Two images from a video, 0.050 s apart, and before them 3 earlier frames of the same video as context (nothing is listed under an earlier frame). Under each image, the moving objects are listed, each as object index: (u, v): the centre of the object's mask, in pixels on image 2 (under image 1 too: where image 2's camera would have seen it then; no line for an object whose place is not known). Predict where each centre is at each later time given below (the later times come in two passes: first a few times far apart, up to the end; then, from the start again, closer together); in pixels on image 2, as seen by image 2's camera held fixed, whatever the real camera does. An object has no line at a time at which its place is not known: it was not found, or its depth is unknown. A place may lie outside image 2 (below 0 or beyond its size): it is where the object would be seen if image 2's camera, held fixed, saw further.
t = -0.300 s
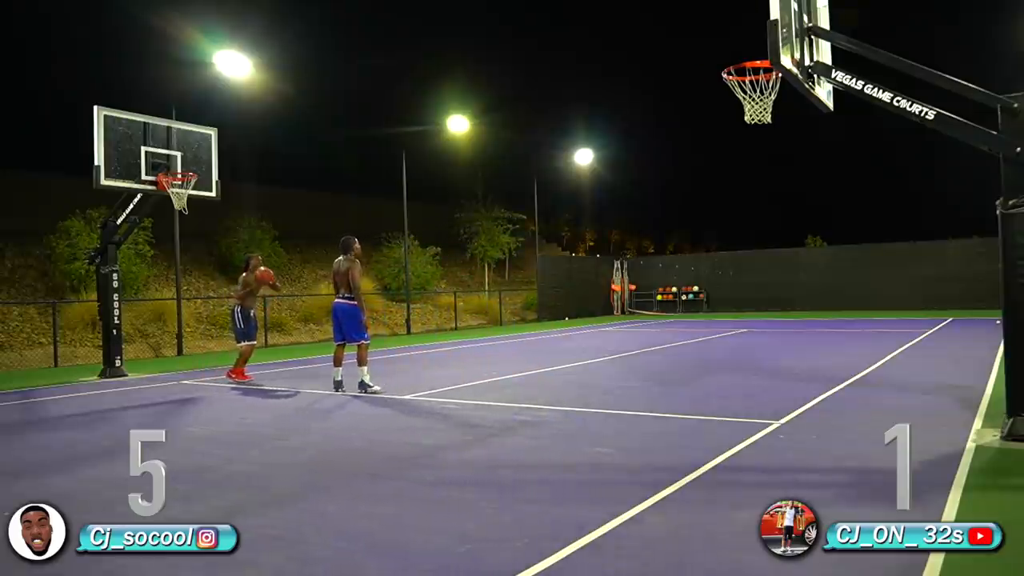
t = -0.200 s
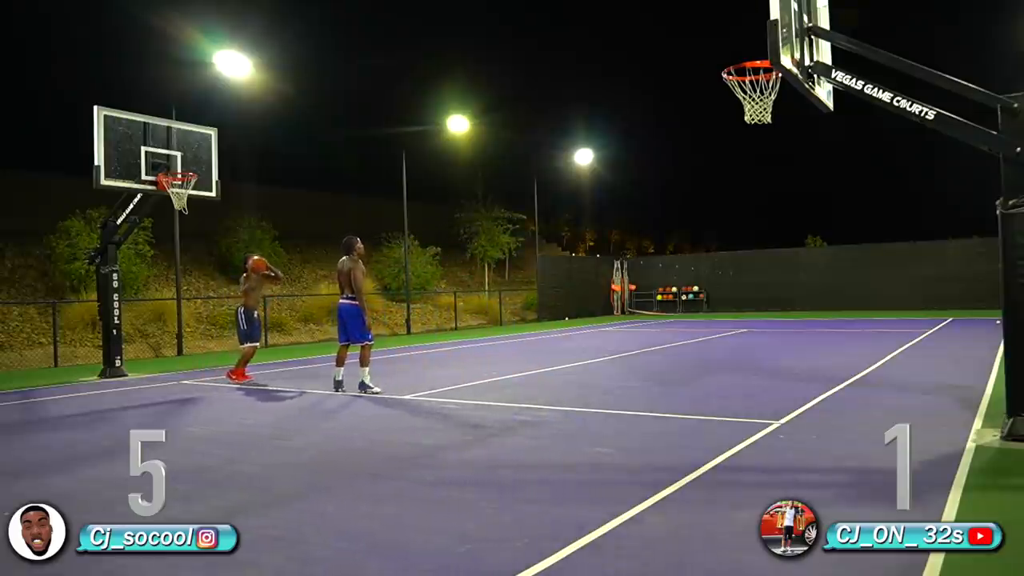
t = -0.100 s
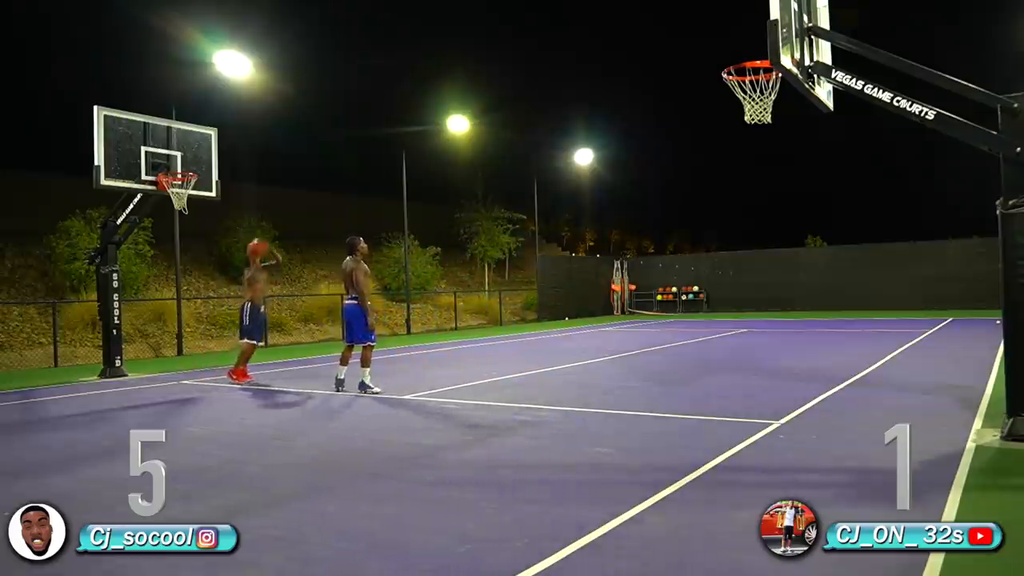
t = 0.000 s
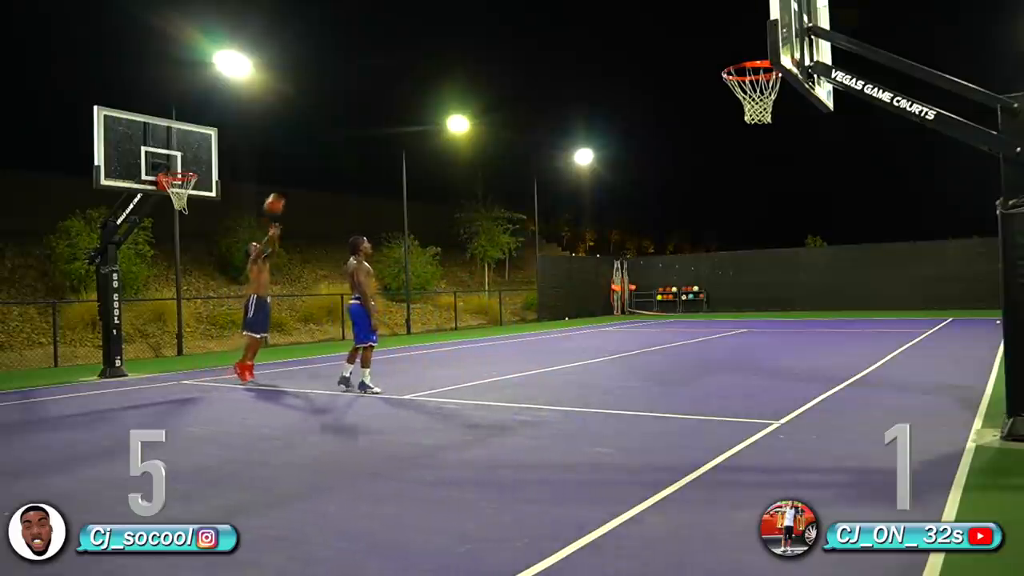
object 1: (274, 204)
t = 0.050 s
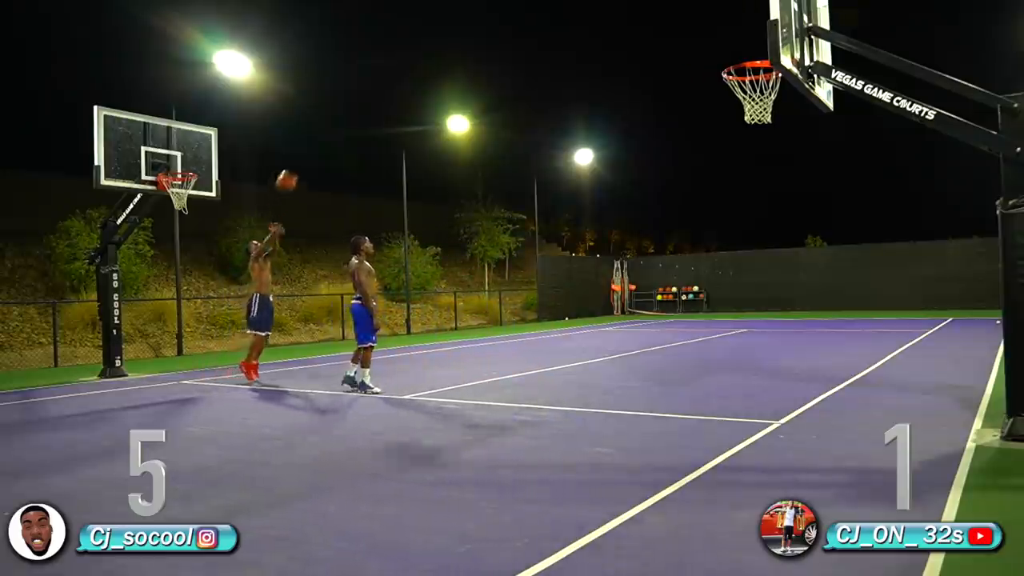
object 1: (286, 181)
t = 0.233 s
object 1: (336, 107)
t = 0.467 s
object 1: (412, 39)
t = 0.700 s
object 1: (503, 11)
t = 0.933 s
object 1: (615, 34)
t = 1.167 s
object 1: (749, 129)
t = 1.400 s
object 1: (914, 314)
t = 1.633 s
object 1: (940, 343)
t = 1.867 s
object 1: (855, 263)
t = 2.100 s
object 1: (773, 259)
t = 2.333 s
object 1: (694, 336)
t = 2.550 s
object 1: (619, 418)
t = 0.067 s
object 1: (291, 173)
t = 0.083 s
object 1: (295, 166)
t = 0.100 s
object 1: (299, 159)
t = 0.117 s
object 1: (304, 152)
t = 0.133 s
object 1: (308, 145)
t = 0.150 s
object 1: (313, 138)
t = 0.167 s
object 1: (317, 132)
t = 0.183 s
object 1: (322, 125)
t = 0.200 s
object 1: (326, 119)
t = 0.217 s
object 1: (331, 113)
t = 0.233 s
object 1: (336, 107)
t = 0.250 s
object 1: (341, 101)
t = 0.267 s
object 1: (346, 95)
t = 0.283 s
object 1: (352, 89)
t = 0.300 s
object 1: (357, 84)
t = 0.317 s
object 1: (362, 78)
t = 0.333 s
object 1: (367, 74)
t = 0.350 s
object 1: (373, 69)
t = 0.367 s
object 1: (378, 64)
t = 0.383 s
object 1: (383, 60)
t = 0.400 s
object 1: (389, 55)
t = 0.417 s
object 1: (395, 51)
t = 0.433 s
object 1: (400, 47)
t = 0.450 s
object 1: (406, 43)
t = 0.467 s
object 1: (412, 39)
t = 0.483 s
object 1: (418, 35)
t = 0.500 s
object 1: (424, 32)
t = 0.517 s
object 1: (430, 29)
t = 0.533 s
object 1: (436, 26)
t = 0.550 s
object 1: (442, 24)
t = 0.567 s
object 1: (449, 21)
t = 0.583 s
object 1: (455, 19)
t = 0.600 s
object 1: (461, 17)
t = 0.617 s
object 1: (468, 16)
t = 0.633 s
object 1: (475, 14)
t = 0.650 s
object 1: (482, 13)
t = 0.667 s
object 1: (489, 12)
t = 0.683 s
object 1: (496, 12)
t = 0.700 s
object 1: (503, 11)
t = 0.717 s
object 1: (510, 11)
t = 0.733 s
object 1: (518, 11)
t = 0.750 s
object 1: (525, 12)
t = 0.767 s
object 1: (532, 12)
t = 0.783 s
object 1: (540, 12)
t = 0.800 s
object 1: (548, 14)
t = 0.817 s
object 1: (555, 15)
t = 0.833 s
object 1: (563, 17)
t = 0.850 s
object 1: (572, 19)
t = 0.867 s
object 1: (580, 22)
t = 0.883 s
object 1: (589, 24)
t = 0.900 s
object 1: (597, 28)
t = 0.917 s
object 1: (606, 31)
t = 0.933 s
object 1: (615, 34)
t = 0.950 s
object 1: (624, 39)
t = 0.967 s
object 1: (633, 43)
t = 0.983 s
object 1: (642, 48)
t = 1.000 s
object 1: (651, 54)
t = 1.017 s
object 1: (660, 59)
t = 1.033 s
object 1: (670, 65)
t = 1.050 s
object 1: (679, 72)
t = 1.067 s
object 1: (690, 79)
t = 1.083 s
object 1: (699, 86)
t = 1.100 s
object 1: (710, 93)
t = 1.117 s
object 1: (719, 101)
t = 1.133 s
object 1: (729, 110)
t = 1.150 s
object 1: (740, 119)
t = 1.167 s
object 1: (749, 129)
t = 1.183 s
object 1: (762, 139)
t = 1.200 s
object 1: (774, 151)
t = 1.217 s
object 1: (784, 160)
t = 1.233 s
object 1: (795, 172)
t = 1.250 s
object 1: (806, 183)
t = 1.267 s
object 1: (818, 196)
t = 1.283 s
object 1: (830, 209)
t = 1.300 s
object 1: (841, 223)
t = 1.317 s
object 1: (853, 234)
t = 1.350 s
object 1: (878, 266)
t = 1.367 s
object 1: (889, 282)
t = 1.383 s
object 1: (903, 298)
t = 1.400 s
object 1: (914, 314)
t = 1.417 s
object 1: (929, 334)
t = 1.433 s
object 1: (943, 353)
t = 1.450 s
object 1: (955, 373)
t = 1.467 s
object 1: (968, 393)
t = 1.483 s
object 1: (984, 413)
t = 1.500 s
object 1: (988, 421)
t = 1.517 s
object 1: (982, 410)
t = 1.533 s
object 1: (976, 400)
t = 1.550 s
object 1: (969, 387)
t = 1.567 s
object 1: (964, 379)
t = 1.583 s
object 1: (958, 369)
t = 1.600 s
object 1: (952, 360)
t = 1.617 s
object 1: (946, 351)
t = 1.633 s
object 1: (940, 343)
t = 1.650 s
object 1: (933, 335)
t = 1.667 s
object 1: (928, 327)
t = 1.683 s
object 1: (921, 318)
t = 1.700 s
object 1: (915, 312)
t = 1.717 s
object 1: (909, 305)
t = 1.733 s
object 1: (903, 299)
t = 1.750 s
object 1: (897, 293)
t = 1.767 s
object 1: (891, 287)
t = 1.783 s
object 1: (885, 283)
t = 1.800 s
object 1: (879, 279)
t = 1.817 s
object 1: (873, 274)
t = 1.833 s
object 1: (867, 270)
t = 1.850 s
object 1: (861, 267)
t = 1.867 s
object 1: (855, 263)
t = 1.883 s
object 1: (849, 260)
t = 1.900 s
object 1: (844, 258)
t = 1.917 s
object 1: (837, 256)
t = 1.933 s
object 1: (832, 254)
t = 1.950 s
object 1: (825, 253)
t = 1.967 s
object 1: (820, 252)
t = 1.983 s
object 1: (814, 252)
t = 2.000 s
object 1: (808, 252)
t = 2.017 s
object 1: (803, 252)
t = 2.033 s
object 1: (797, 253)
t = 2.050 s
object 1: (791, 254)
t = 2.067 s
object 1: (785, 255)
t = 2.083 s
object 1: (779, 257)
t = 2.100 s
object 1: (773, 259)
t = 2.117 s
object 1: (768, 262)
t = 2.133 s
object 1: (762, 265)
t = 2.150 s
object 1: (756, 268)
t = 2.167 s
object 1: (750, 272)
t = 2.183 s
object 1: (744, 276)
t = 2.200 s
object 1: (739, 281)
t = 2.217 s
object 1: (732, 287)
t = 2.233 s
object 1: (727, 292)
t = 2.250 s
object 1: (722, 299)
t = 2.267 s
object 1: (716, 304)
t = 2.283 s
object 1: (710, 313)
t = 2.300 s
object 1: (705, 319)
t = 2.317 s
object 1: (700, 327)
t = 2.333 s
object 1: (694, 336)
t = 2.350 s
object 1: (687, 345)
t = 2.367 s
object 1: (682, 354)
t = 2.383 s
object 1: (676, 363)
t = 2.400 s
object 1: (671, 373)
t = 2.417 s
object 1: (665, 383)
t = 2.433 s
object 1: (659, 393)
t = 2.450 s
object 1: (654, 404)
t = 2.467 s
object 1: (648, 415)
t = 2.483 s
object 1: (643, 429)
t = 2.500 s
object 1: (636, 441)
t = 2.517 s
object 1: (630, 436)
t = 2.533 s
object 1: (624, 427)
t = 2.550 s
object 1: (619, 418)
